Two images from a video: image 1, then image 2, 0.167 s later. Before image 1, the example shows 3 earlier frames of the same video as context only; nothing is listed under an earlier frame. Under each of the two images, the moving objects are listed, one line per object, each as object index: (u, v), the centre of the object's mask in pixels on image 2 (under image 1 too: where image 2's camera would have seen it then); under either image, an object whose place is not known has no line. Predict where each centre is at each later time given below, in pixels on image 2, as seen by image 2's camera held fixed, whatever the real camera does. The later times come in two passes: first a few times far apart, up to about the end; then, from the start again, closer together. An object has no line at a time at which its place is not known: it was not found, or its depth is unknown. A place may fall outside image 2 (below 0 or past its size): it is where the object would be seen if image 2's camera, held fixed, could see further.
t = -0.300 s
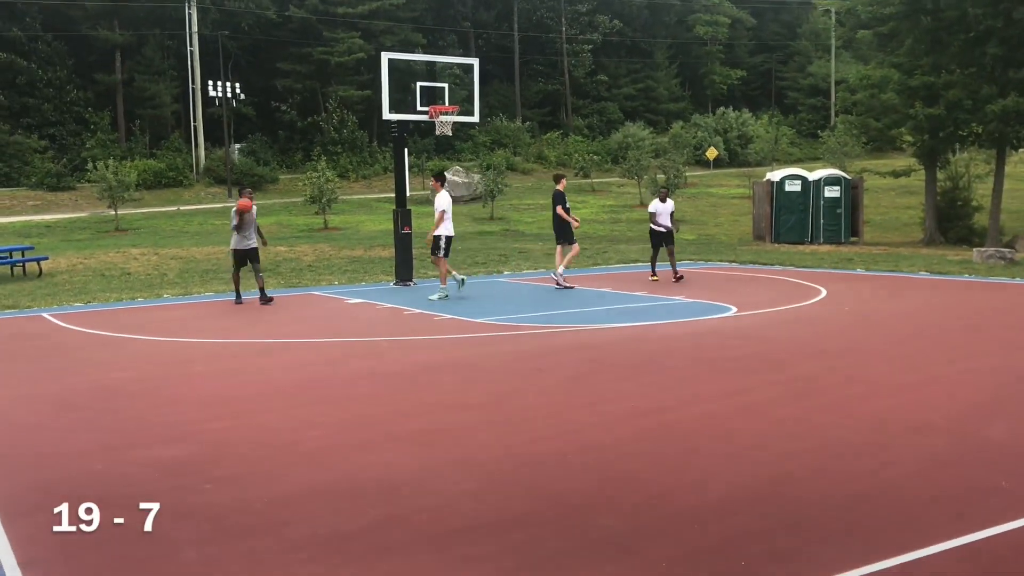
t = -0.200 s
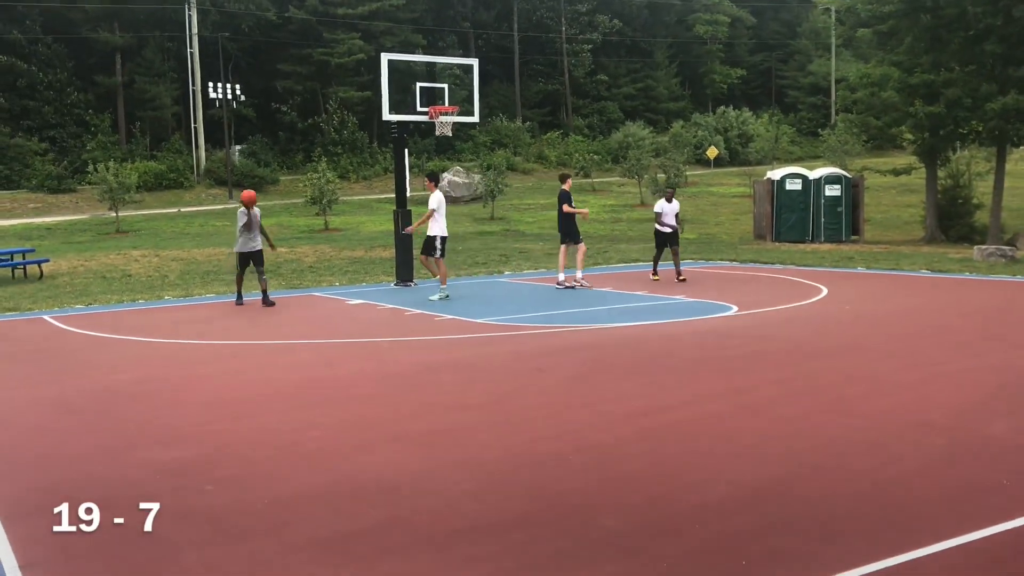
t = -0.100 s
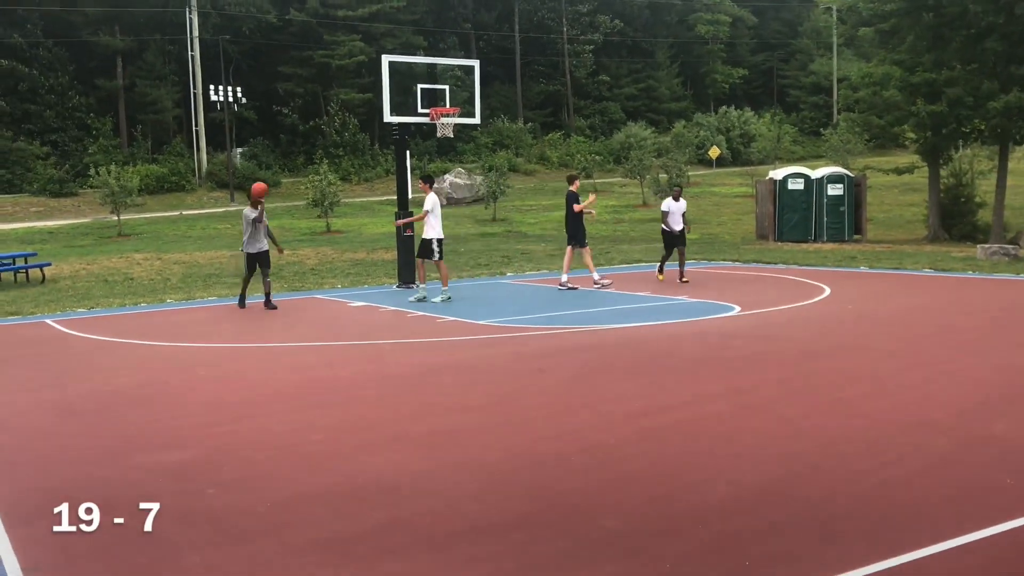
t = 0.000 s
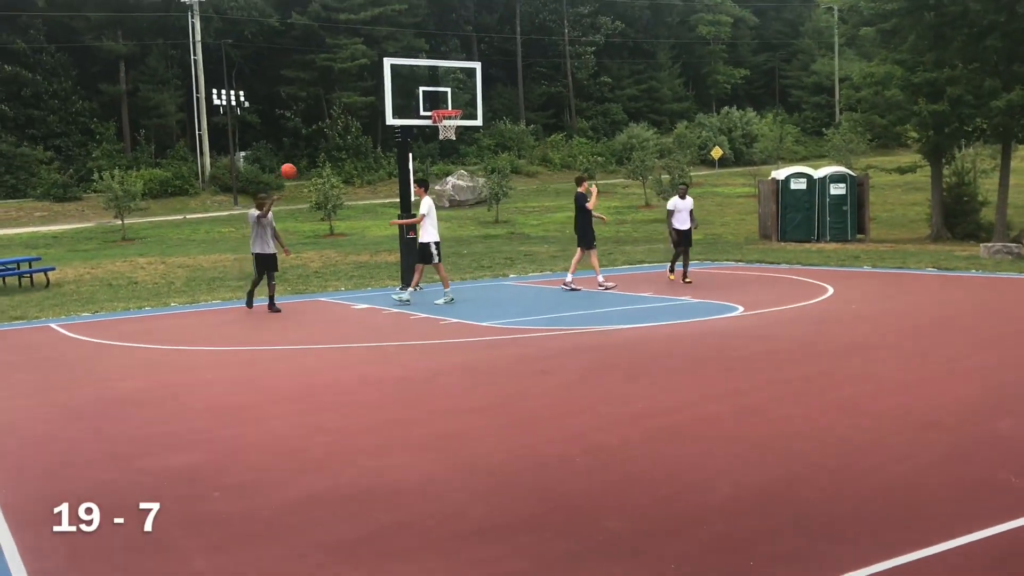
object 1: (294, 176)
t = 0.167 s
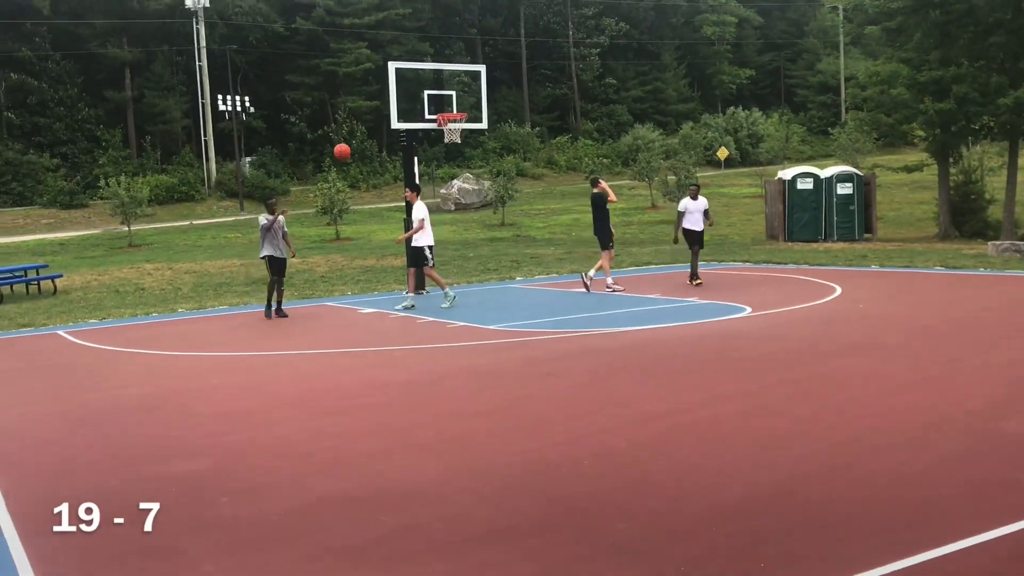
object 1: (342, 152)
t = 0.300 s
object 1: (382, 146)
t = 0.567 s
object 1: (466, 169)
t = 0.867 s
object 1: (564, 256)
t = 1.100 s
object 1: (617, 261)
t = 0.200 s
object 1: (352, 150)
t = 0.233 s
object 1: (362, 147)
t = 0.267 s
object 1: (372, 145)
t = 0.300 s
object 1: (382, 146)
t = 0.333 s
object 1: (392, 146)
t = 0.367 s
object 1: (402, 147)
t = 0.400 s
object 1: (412, 149)
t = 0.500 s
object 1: (444, 158)
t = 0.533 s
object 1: (456, 164)
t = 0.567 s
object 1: (466, 169)
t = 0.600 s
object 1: (477, 176)
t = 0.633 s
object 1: (487, 183)
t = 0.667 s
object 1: (499, 191)
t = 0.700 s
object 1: (509, 200)
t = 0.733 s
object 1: (520, 210)
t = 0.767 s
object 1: (531, 220)
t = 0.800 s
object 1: (542, 231)
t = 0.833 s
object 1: (553, 243)
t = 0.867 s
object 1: (564, 256)
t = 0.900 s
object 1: (575, 269)
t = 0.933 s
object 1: (586, 284)
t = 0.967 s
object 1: (596, 299)
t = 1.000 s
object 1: (602, 294)
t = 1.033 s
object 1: (607, 282)
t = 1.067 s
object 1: (612, 271)
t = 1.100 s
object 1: (617, 261)
